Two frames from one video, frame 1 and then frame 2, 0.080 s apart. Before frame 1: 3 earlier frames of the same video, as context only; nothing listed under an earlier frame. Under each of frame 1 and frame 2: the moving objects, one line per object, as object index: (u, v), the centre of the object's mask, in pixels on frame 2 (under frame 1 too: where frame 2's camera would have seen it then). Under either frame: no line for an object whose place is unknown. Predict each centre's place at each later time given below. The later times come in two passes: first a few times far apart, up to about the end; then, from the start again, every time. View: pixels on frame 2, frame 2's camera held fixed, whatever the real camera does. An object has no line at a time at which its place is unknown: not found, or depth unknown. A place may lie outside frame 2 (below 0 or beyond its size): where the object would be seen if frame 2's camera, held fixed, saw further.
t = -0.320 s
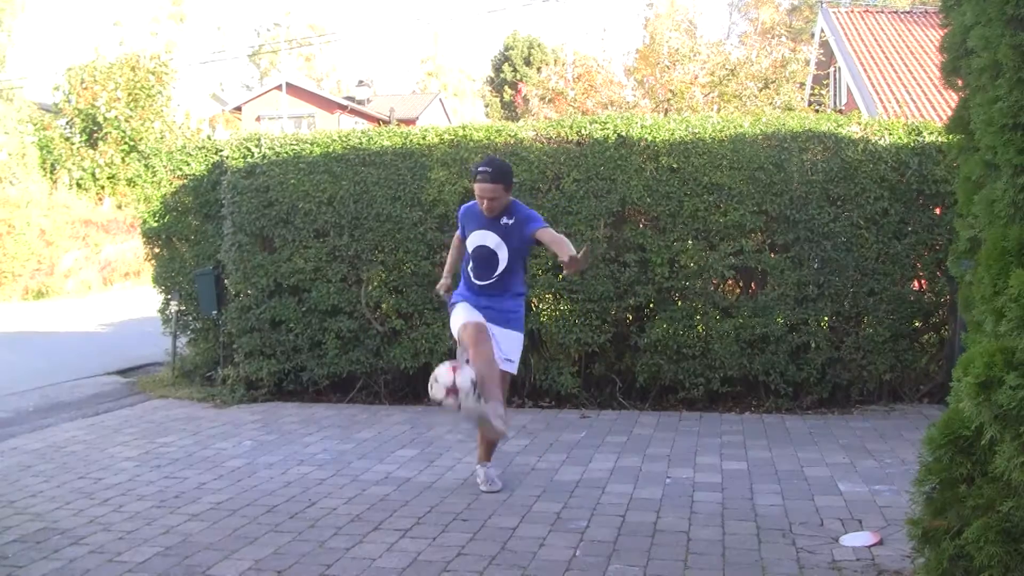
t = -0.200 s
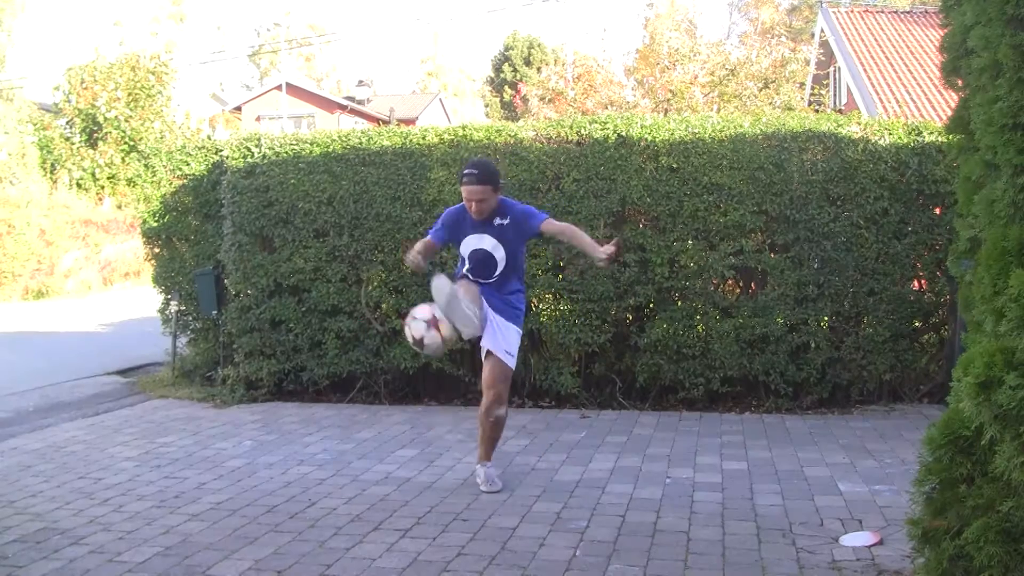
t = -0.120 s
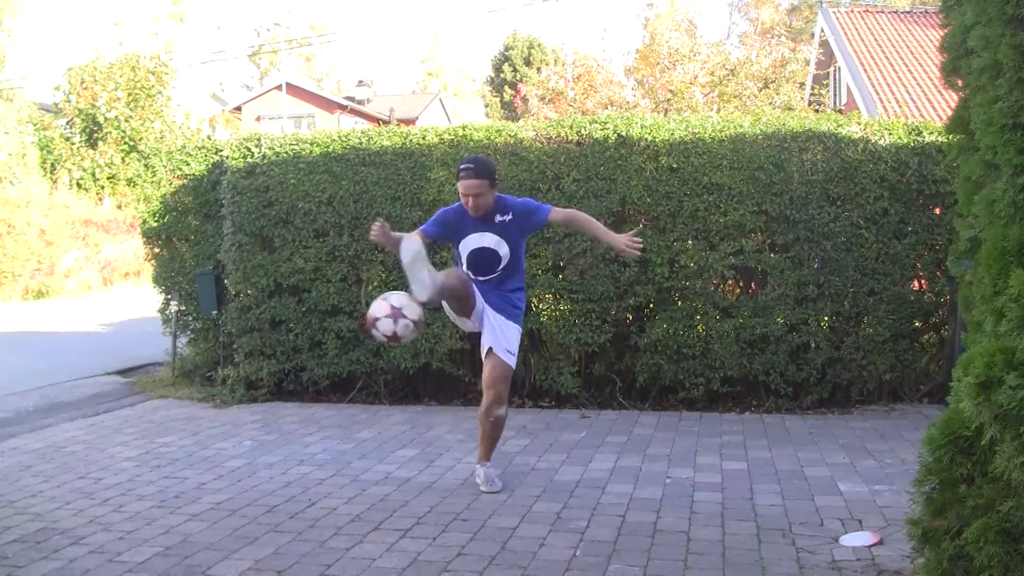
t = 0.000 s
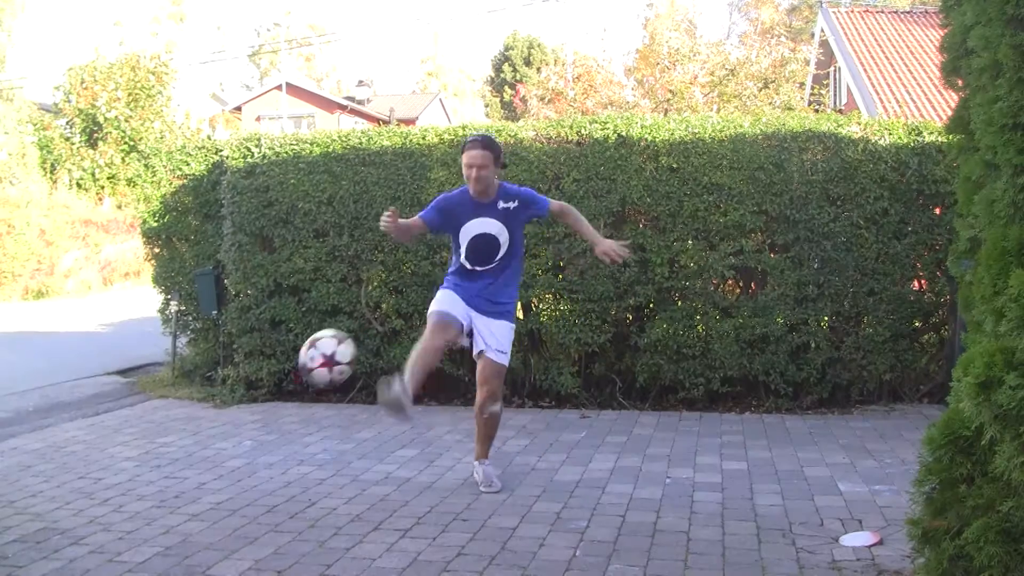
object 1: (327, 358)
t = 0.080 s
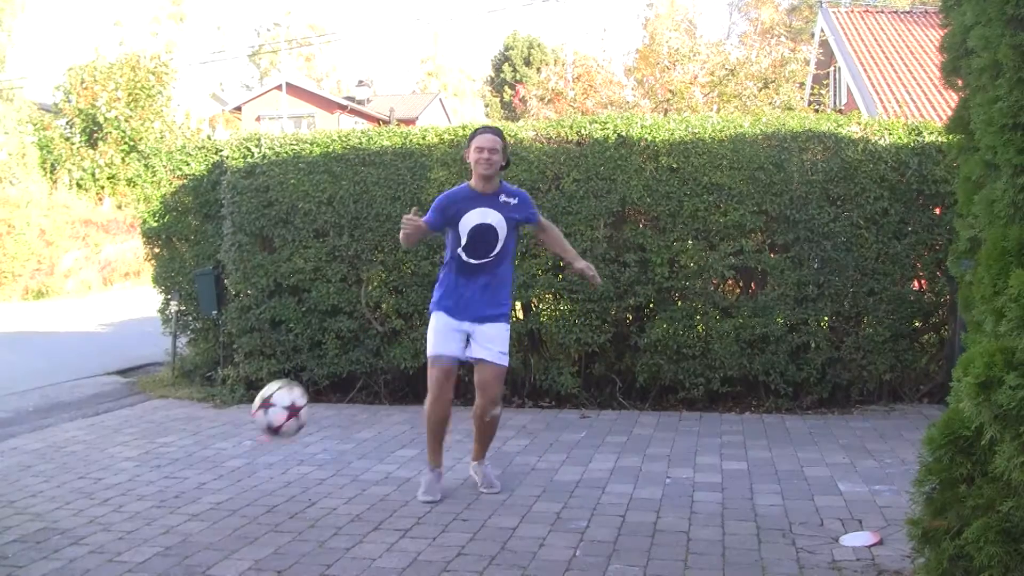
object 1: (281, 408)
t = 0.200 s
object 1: (211, 519)
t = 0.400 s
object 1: (132, 423)
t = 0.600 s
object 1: (59, 417)
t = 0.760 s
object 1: (14, 480)
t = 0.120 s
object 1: (257, 442)
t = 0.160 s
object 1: (233, 480)
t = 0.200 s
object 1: (211, 519)
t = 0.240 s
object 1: (194, 497)
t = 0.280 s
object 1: (178, 473)
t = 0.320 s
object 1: (163, 452)
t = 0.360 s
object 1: (147, 435)
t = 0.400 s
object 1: (132, 423)
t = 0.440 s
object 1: (117, 414)
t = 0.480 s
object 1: (103, 409)
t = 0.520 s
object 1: (88, 407)
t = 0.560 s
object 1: (73, 410)
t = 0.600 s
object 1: (59, 417)
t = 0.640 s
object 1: (45, 427)
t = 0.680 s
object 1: (30, 441)
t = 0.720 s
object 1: (20, 460)
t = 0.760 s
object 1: (14, 480)
